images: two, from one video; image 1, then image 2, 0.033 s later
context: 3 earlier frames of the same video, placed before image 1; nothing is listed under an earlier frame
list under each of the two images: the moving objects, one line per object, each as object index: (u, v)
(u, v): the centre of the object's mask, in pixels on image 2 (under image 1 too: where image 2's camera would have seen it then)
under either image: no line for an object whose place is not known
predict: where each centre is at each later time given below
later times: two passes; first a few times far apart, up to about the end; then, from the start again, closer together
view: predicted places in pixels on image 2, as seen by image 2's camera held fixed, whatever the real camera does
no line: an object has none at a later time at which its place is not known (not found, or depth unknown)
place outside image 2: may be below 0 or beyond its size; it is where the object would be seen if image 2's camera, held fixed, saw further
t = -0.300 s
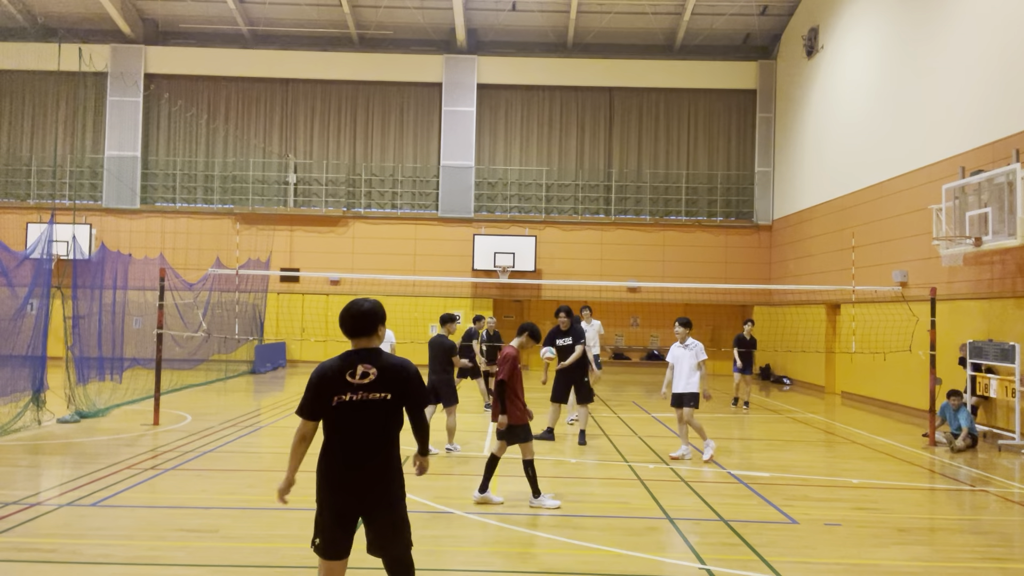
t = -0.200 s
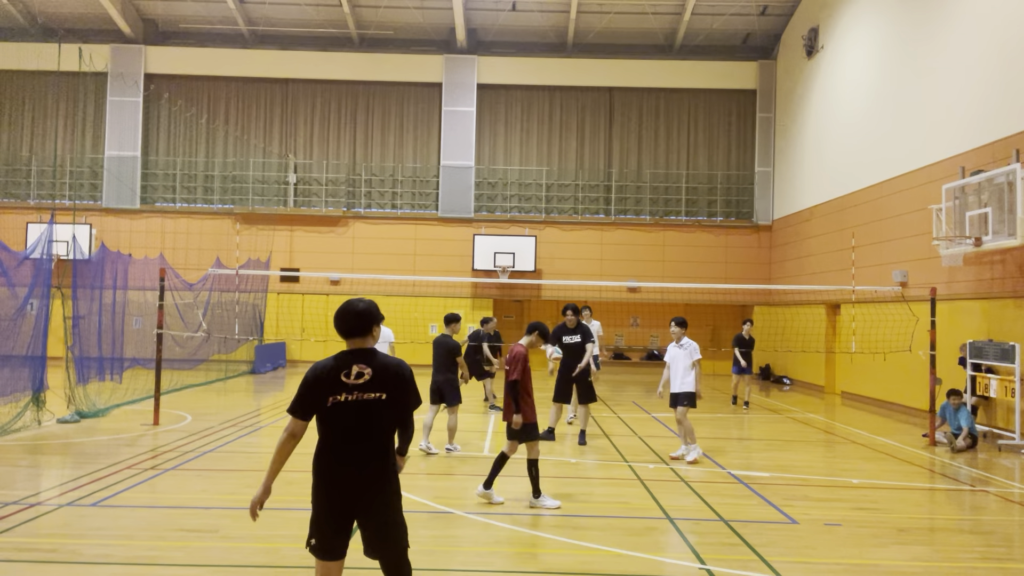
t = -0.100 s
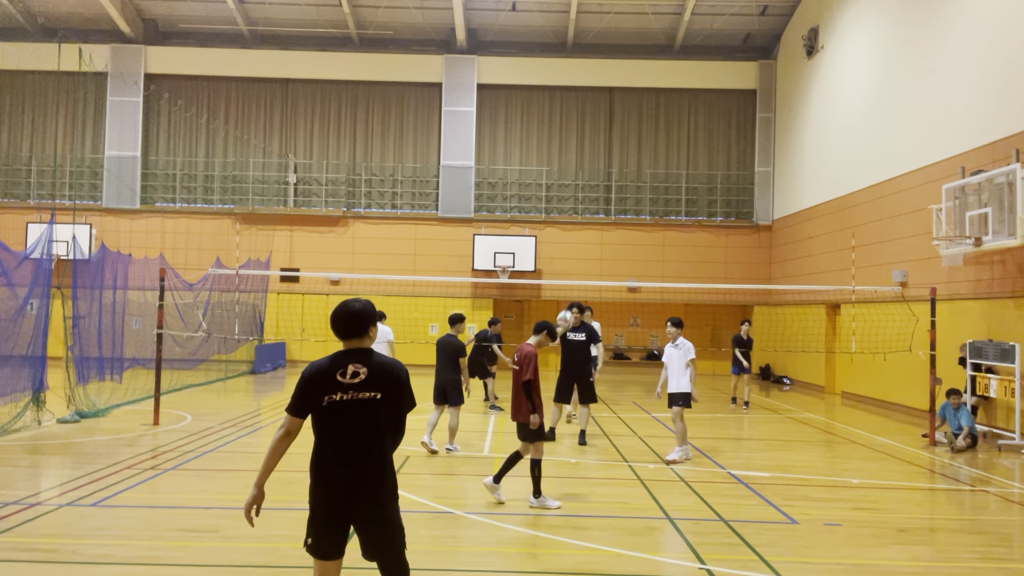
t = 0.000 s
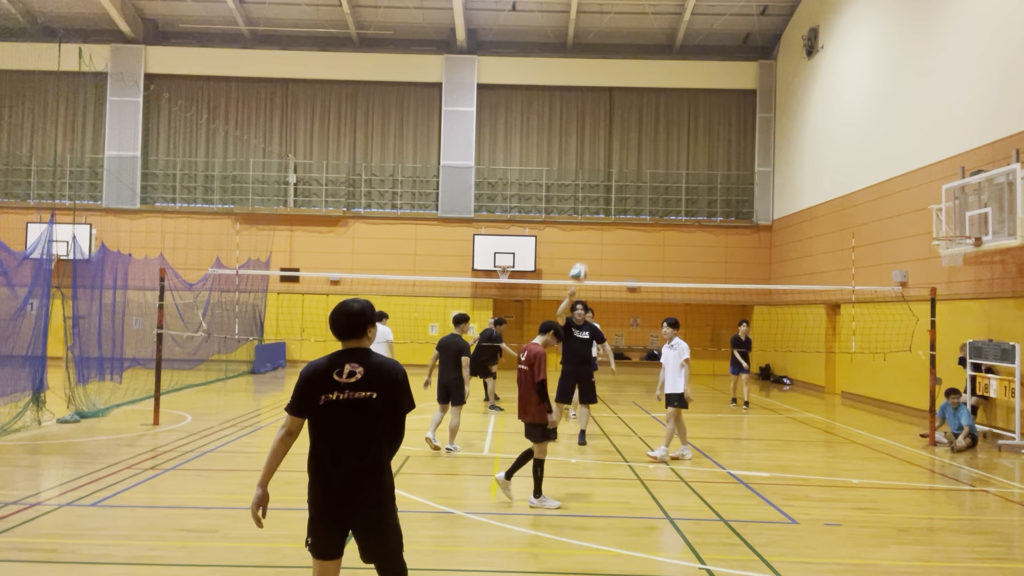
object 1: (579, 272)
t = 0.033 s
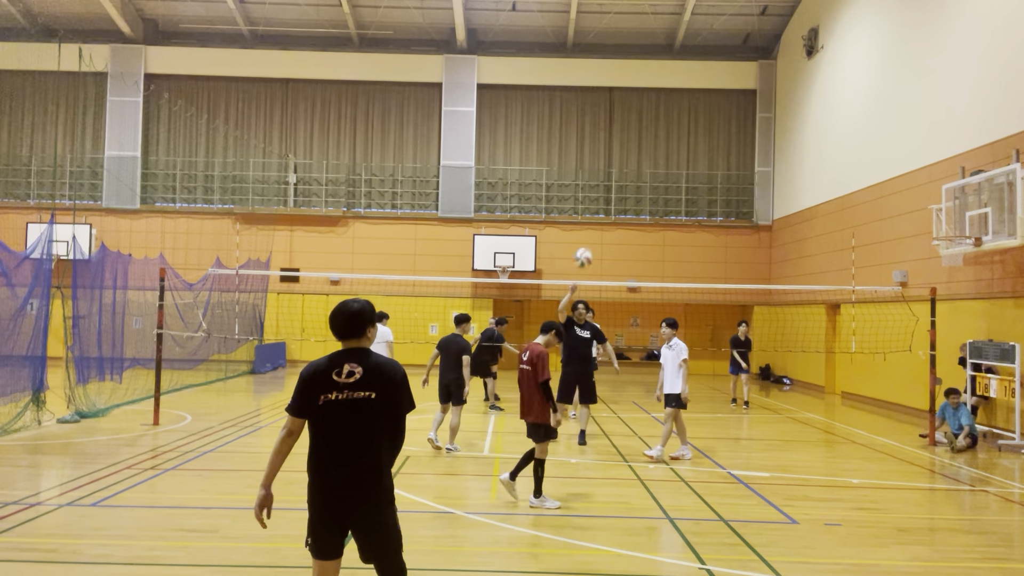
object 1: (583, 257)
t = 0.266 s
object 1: (621, 163)
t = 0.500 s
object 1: (672, 98)
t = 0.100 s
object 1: (593, 229)
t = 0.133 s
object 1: (598, 214)
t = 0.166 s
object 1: (603, 202)
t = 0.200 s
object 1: (609, 188)
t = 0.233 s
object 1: (615, 176)
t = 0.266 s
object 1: (621, 163)
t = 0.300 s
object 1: (627, 152)
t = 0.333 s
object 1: (634, 141)
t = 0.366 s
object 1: (641, 131)
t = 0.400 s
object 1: (648, 121)
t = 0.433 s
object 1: (656, 113)
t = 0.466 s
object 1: (664, 105)
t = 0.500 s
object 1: (672, 98)
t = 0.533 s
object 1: (681, 92)
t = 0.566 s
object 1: (690, 87)
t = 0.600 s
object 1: (700, 84)
